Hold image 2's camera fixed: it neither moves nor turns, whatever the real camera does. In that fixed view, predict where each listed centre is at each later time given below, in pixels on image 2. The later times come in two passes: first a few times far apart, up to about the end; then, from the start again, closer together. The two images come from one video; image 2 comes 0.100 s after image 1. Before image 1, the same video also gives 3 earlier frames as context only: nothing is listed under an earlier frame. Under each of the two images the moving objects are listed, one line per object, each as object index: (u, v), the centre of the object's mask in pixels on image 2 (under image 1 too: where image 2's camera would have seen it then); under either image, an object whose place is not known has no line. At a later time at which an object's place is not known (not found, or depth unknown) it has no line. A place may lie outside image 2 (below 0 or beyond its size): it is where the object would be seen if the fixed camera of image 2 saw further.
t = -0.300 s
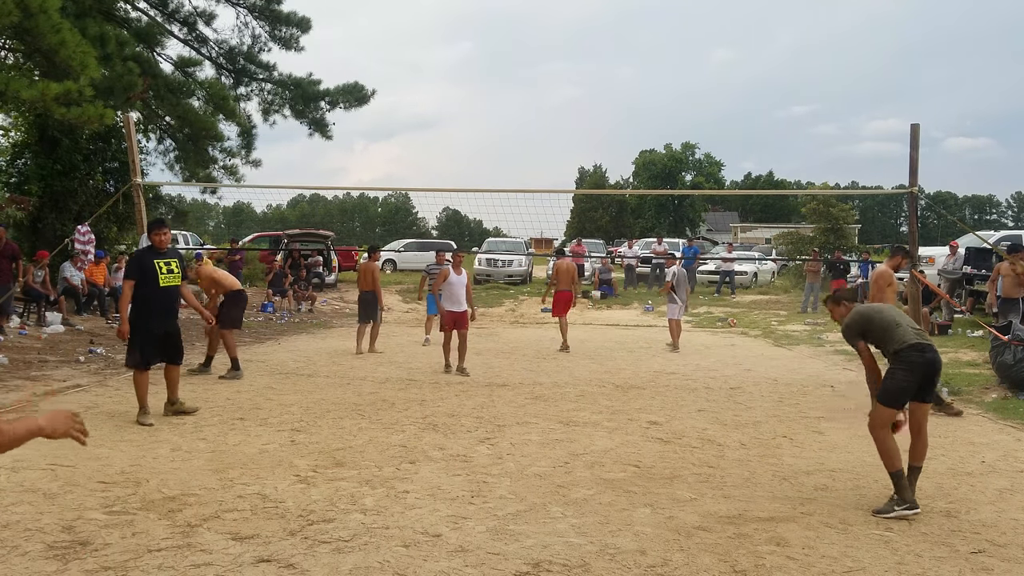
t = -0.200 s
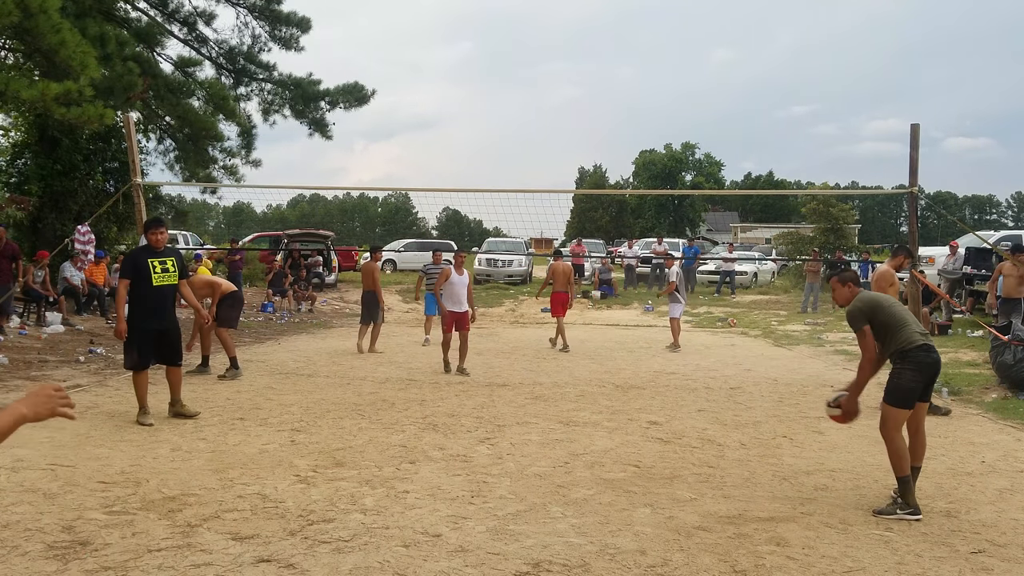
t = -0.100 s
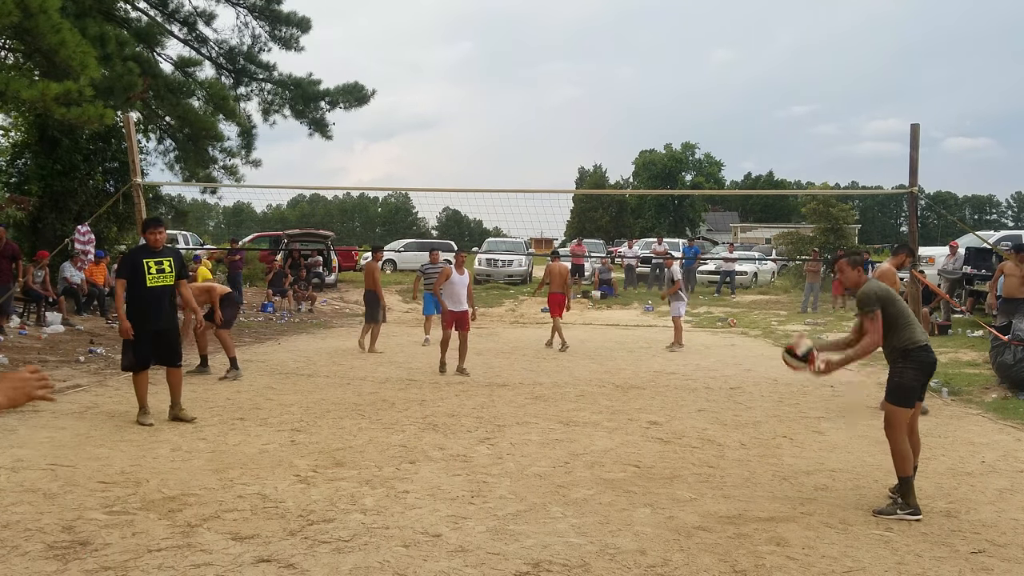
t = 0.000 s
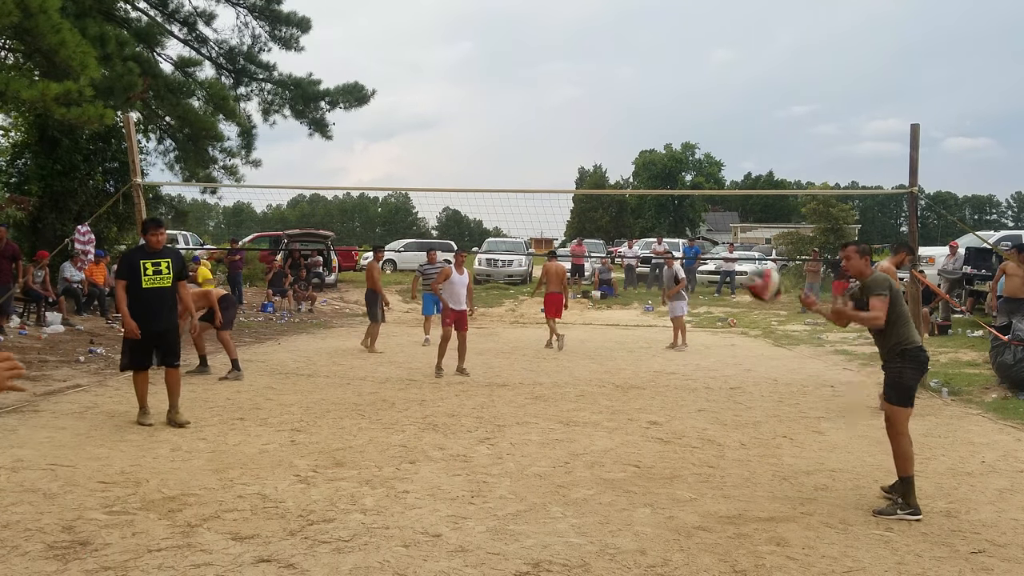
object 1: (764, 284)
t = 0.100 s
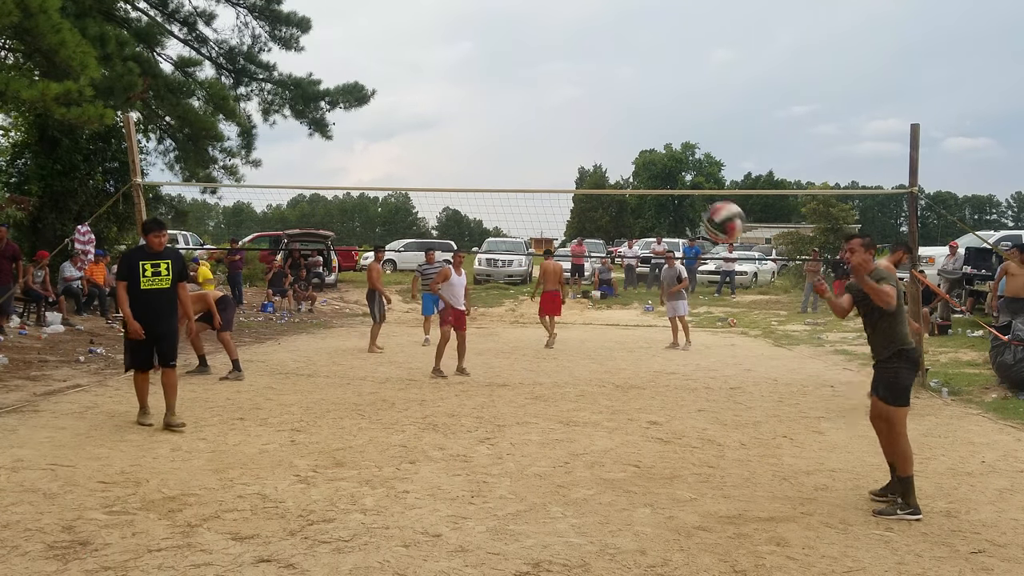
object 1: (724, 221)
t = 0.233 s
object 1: (658, 154)
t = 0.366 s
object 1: (575, 105)
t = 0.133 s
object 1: (710, 203)
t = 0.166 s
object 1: (694, 186)
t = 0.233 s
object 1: (658, 154)
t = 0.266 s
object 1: (641, 140)
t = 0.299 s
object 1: (620, 126)
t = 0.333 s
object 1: (598, 115)
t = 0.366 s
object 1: (575, 105)
